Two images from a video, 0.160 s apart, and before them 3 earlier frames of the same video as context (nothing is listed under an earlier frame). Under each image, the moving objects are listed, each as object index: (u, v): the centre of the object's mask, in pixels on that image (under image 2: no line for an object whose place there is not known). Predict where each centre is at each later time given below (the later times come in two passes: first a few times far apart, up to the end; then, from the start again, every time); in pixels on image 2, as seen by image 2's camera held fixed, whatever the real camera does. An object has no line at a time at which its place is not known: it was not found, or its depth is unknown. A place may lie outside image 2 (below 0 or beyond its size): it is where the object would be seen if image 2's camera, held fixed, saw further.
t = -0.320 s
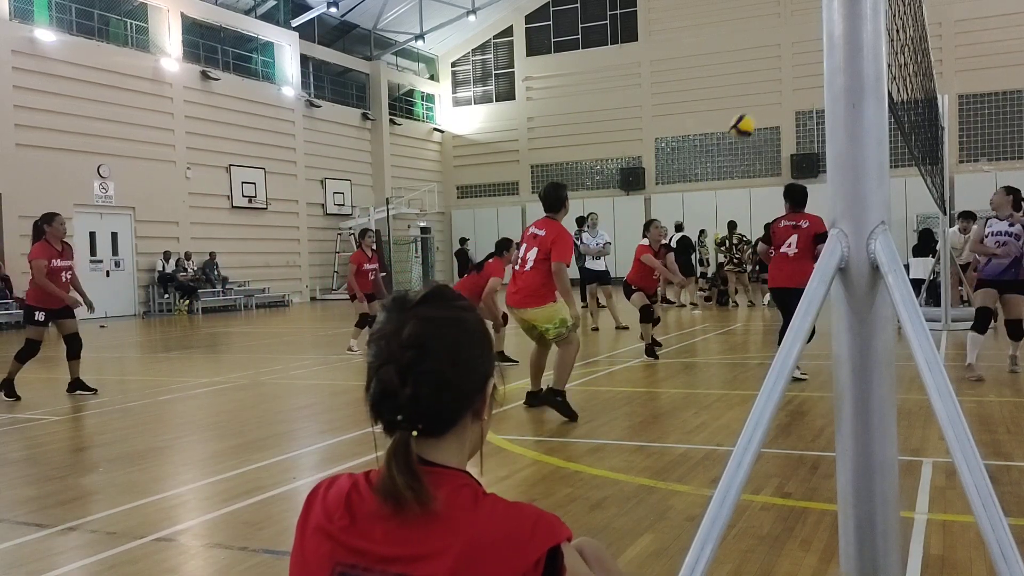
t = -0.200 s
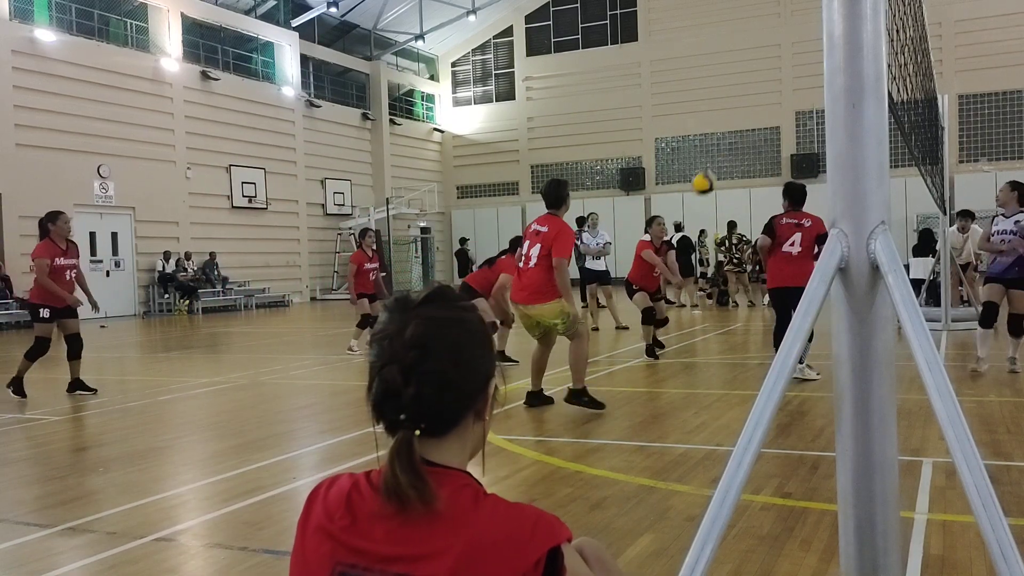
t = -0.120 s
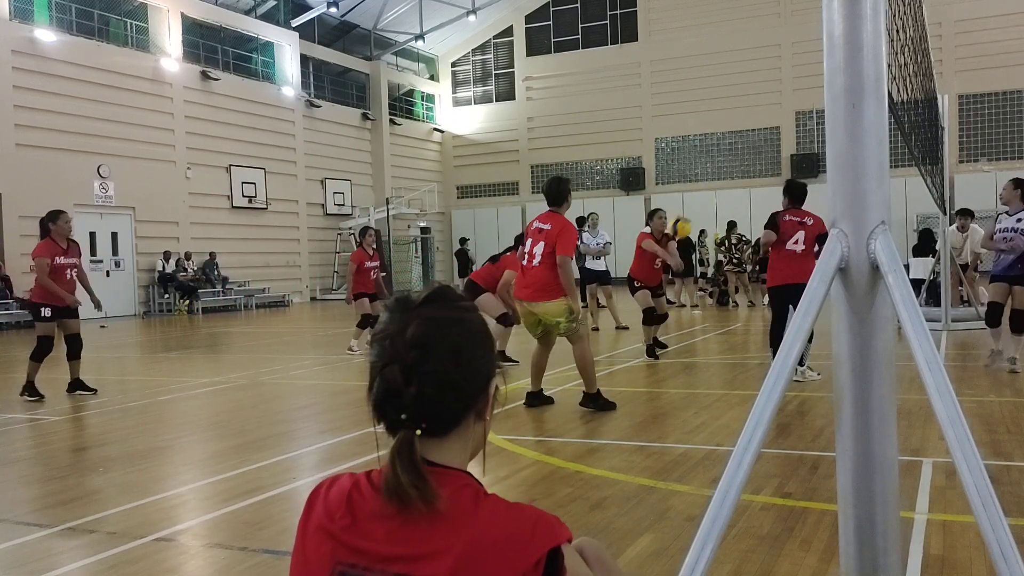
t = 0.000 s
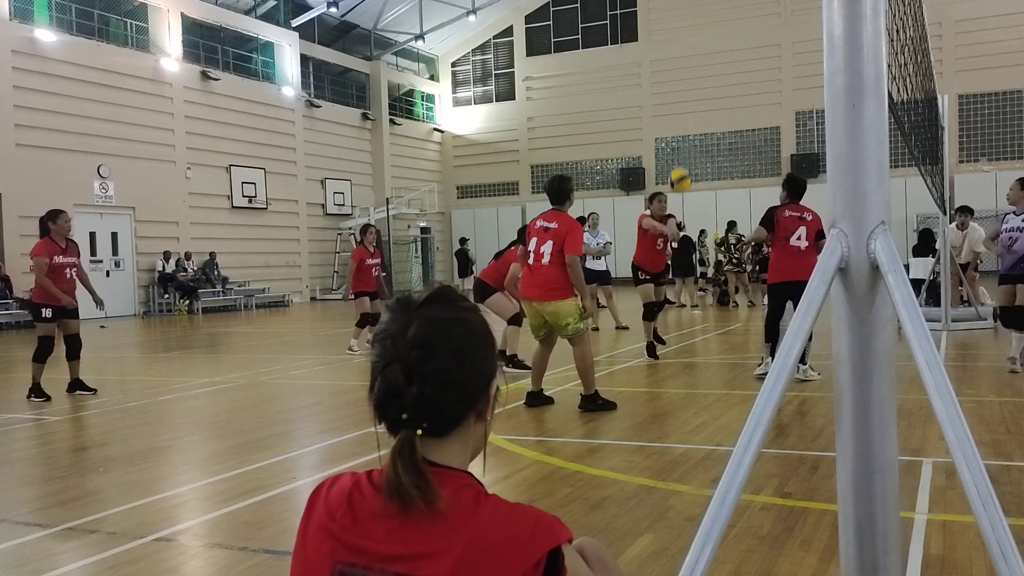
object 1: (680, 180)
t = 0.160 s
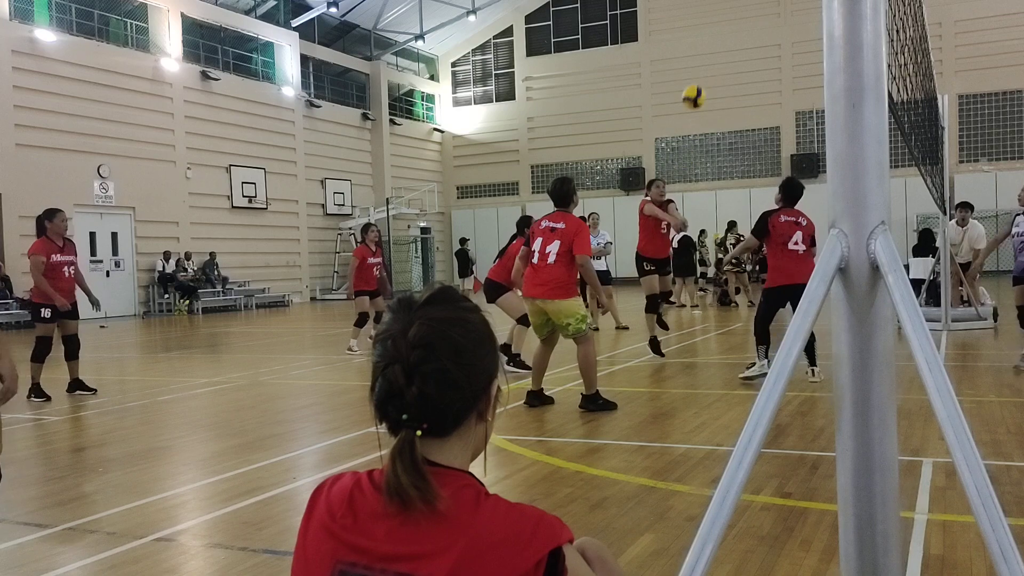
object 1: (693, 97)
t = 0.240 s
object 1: (701, 65)
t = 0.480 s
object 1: (723, 10)
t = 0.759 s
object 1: (751, 24)
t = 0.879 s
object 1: (763, 59)
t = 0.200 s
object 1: (697, 80)
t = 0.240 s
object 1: (701, 65)
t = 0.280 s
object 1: (705, 51)
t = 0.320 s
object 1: (708, 40)
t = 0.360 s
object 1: (711, 29)
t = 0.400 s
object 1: (715, 21)
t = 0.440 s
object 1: (719, 14)
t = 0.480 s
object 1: (723, 10)
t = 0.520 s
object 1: (726, 8)
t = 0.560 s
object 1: (730, 8)
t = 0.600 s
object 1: (735, 8)
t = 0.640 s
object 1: (739, 9)
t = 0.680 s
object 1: (743, 11)
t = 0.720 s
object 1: (746, 16)
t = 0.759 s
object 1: (751, 24)
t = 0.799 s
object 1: (756, 35)
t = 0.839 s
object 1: (760, 46)
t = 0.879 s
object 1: (763, 59)
